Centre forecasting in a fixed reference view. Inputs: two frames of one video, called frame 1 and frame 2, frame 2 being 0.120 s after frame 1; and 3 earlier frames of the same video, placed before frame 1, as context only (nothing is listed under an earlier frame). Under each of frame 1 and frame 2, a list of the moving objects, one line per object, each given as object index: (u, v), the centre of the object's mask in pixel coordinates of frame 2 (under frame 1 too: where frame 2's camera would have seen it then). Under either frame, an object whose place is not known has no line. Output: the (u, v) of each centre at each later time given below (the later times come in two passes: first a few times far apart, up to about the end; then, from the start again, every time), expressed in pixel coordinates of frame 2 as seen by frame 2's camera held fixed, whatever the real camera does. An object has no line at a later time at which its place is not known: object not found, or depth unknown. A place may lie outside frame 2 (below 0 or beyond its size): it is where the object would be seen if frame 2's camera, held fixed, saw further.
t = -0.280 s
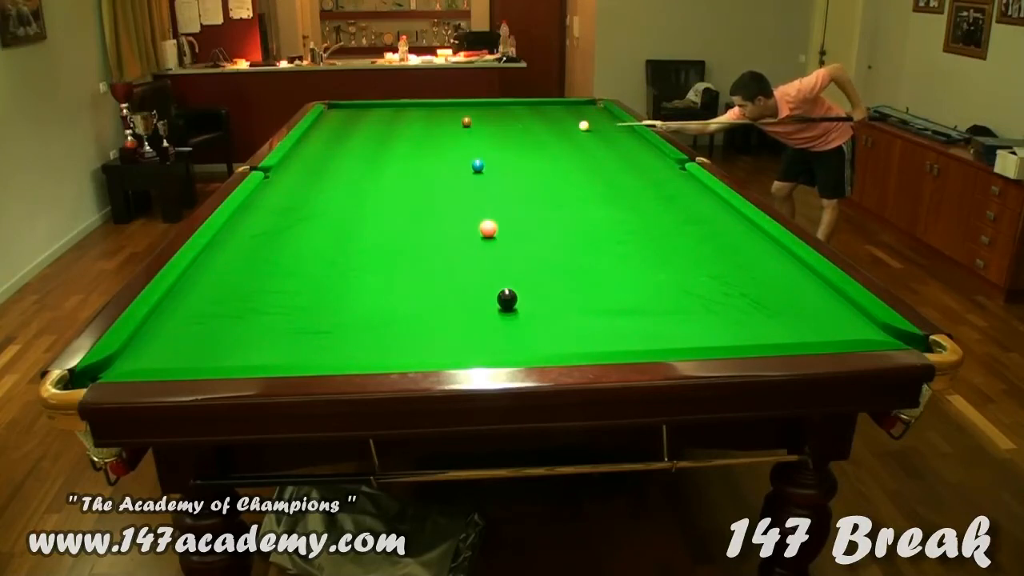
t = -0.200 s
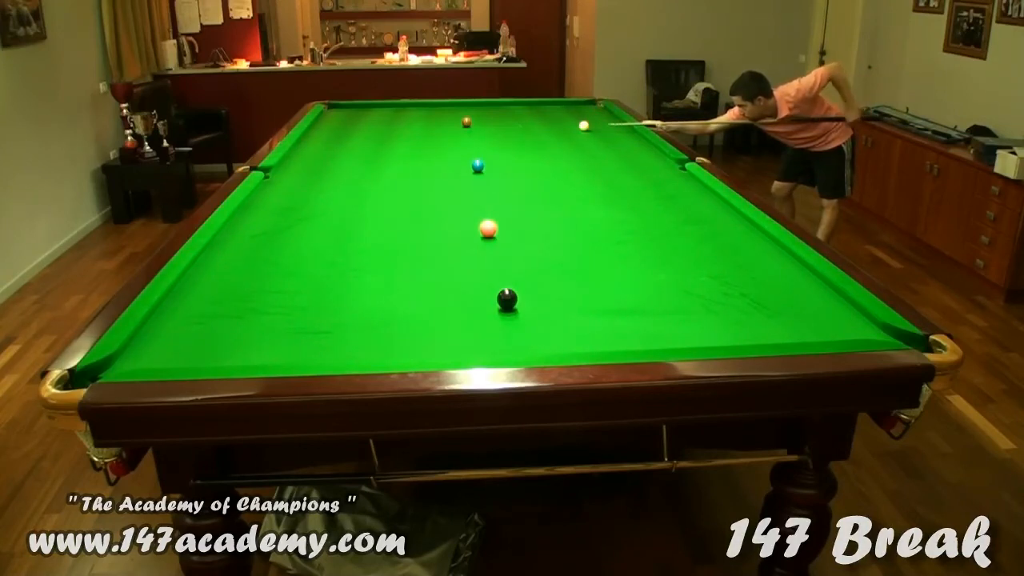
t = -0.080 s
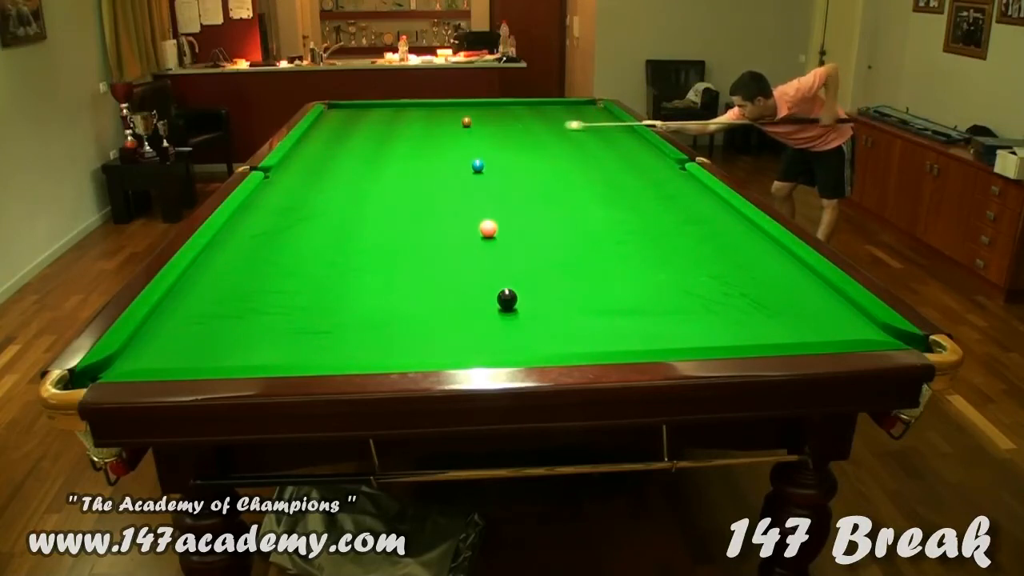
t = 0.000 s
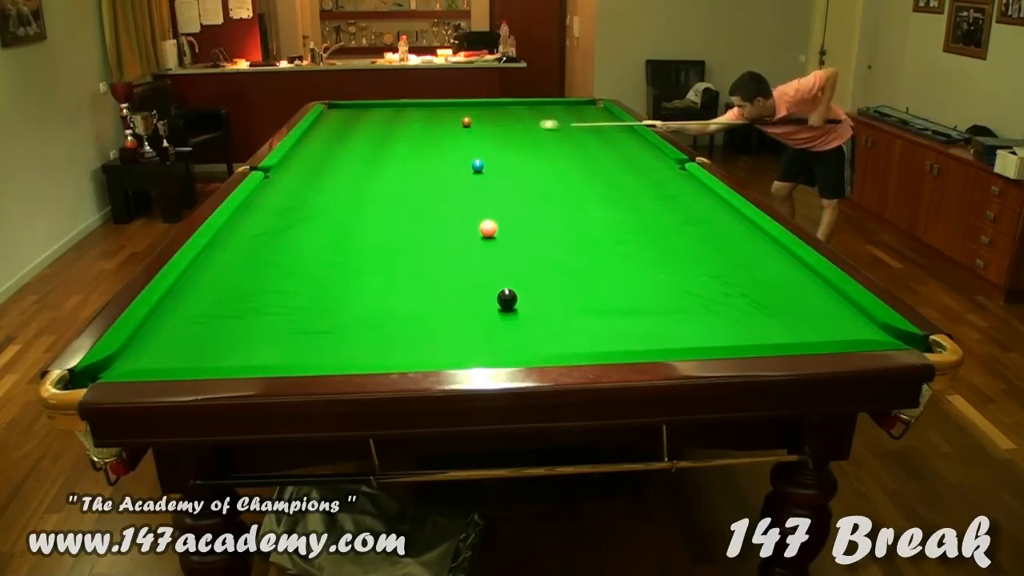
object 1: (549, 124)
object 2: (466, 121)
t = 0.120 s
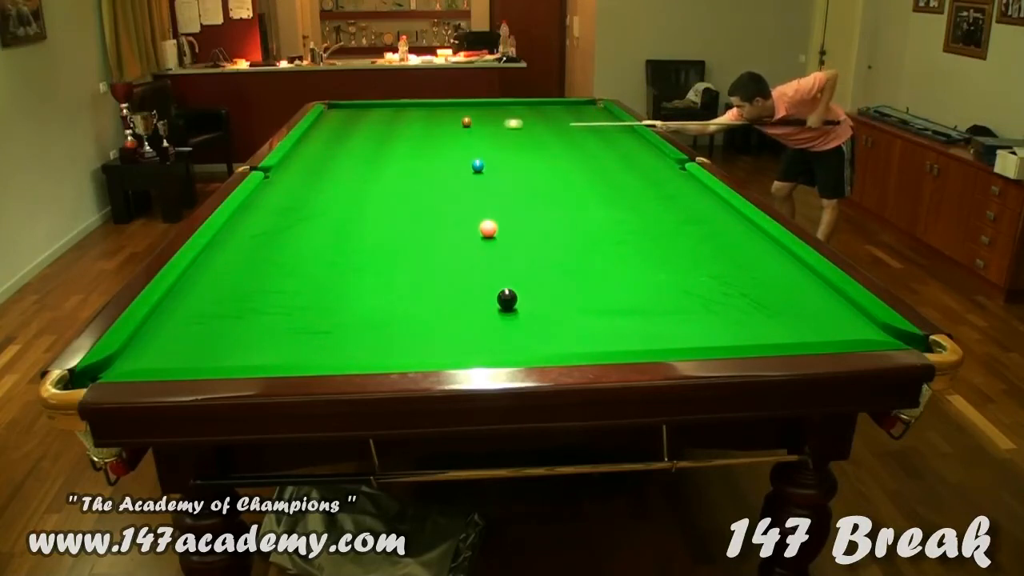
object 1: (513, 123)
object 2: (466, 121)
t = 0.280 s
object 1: (471, 123)
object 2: (462, 120)
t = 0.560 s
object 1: (433, 127)
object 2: (426, 116)
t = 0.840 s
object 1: (391, 131)
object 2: (395, 112)
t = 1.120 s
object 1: (350, 135)
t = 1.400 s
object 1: (308, 140)
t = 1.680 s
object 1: (318, 142)
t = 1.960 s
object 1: (340, 143)
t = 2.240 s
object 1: (361, 145)
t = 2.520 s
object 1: (381, 146)
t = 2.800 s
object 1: (401, 148)
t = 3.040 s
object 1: (417, 149)
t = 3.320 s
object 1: (434, 150)
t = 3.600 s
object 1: (450, 152)
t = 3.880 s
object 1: (465, 153)
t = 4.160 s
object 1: (478, 153)
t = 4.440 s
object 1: (491, 155)
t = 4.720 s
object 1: (501, 156)
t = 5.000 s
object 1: (511, 156)
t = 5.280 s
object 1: (519, 157)
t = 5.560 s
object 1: (526, 158)
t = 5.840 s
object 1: (531, 158)
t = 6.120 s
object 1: (535, 158)
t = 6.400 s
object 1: (537, 158)
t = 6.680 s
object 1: (538, 159)
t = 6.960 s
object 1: (538, 159)
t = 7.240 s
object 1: (538, 159)
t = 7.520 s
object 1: (537, 159)
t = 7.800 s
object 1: (537, 159)
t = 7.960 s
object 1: (538, 159)
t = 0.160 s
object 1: (502, 123)
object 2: (466, 121)
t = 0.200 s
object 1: (490, 123)
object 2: (466, 121)
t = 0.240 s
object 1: (480, 122)
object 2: (466, 121)
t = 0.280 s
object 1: (471, 123)
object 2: (462, 120)
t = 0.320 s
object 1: (467, 124)
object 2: (455, 120)
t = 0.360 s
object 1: (462, 124)
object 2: (450, 119)
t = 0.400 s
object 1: (456, 125)
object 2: (444, 119)
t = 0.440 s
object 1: (451, 125)
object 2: (440, 118)
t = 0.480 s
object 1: (445, 126)
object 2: (434, 117)
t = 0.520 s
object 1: (439, 127)
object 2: (430, 117)
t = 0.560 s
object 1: (433, 127)
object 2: (426, 116)
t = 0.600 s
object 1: (427, 128)
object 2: (421, 116)
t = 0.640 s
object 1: (421, 128)
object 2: (417, 115)
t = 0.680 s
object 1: (416, 129)
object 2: (412, 114)
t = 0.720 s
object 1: (410, 129)
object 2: (408, 114)
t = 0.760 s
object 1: (403, 130)
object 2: (404, 113)
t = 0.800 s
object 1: (397, 131)
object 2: (399, 113)
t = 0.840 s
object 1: (391, 131)
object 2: (395, 112)
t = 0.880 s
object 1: (385, 132)
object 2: (391, 112)
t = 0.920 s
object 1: (380, 132)
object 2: (387, 111)
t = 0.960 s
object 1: (374, 133)
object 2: (383, 111)
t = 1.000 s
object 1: (368, 134)
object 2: (379, 110)
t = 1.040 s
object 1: (362, 134)
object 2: (375, 110)
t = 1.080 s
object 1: (356, 135)
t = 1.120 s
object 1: (350, 135)
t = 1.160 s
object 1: (344, 136)
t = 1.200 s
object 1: (338, 137)
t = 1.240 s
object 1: (332, 137)
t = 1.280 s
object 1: (326, 138)
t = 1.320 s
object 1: (320, 138)
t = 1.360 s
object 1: (314, 139)
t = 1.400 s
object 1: (308, 140)
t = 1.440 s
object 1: (302, 140)
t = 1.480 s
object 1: (302, 141)
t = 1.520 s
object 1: (305, 141)
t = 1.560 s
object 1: (309, 141)
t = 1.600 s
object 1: (312, 141)
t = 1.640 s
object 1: (315, 141)
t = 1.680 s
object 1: (318, 142)
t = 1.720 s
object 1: (322, 142)
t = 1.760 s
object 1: (325, 142)
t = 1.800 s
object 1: (328, 142)
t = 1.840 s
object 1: (331, 143)
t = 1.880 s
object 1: (334, 143)
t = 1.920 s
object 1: (337, 143)
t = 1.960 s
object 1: (340, 143)
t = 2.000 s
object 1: (343, 143)
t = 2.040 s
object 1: (346, 143)
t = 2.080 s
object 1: (349, 144)
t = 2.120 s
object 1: (352, 144)
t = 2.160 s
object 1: (355, 144)
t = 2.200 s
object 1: (358, 144)
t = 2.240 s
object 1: (361, 145)
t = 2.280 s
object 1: (364, 145)
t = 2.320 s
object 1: (367, 145)
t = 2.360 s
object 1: (370, 145)
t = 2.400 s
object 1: (373, 146)
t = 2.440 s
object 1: (376, 146)
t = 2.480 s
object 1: (379, 146)
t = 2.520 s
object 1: (381, 146)
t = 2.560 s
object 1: (384, 147)
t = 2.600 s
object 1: (387, 147)
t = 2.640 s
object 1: (390, 147)
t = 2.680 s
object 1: (392, 147)
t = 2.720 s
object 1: (396, 147)
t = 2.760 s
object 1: (398, 148)
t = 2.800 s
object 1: (401, 148)
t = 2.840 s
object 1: (404, 148)
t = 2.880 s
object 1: (406, 148)
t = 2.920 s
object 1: (409, 148)
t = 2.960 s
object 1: (412, 148)
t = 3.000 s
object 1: (414, 149)
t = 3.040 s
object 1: (417, 149)
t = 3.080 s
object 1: (419, 149)
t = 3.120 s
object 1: (422, 149)
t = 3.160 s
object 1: (424, 150)
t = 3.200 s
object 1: (427, 150)
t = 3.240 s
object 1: (429, 150)
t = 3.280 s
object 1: (432, 150)
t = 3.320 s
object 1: (434, 150)
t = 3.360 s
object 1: (436, 150)
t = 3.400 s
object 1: (439, 150)
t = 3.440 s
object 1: (441, 151)
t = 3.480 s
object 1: (443, 151)
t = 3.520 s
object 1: (446, 151)
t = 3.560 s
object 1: (448, 151)
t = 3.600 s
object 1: (450, 152)
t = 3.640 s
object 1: (452, 152)
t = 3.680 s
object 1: (454, 152)
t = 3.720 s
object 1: (456, 152)
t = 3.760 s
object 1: (459, 152)
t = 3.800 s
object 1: (461, 152)
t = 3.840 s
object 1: (463, 153)
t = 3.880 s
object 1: (465, 153)
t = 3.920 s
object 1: (467, 153)
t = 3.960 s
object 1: (469, 153)
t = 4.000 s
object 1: (471, 153)
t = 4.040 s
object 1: (473, 153)
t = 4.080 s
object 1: (475, 153)
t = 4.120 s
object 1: (477, 153)
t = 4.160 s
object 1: (478, 153)
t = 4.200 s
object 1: (480, 153)
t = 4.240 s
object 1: (482, 154)
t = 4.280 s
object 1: (484, 154)
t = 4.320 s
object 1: (486, 154)
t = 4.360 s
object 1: (487, 154)
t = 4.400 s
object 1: (489, 154)
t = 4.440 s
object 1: (491, 155)
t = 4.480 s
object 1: (493, 155)
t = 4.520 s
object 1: (494, 155)
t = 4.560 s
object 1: (496, 155)
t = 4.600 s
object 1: (497, 155)
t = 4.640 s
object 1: (499, 155)
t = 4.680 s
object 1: (500, 156)
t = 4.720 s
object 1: (501, 156)
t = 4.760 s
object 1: (503, 156)
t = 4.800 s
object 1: (504, 156)
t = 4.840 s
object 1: (506, 156)
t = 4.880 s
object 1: (507, 156)
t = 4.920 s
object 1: (509, 156)
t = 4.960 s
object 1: (510, 156)
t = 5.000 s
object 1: (511, 156)
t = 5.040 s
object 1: (512, 157)
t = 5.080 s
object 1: (514, 157)
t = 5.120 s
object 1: (515, 157)
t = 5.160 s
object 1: (516, 157)
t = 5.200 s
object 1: (517, 157)
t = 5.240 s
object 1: (518, 157)
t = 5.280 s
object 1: (519, 157)
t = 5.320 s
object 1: (520, 157)
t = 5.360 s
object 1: (521, 157)
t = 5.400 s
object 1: (522, 157)
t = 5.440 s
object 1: (523, 157)
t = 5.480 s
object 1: (524, 158)
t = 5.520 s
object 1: (525, 157)
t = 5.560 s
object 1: (526, 158)
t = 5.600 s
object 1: (527, 158)
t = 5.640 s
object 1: (528, 158)
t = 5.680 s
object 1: (528, 158)
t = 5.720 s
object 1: (529, 158)
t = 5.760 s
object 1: (530, 158)
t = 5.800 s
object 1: (530, 158)
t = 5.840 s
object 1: (531, 158)
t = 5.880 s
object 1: (532, 158)
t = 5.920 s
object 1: (532, 158)
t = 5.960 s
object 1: (533, 158)
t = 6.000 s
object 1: (533, 158)
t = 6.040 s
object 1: (534, 158)
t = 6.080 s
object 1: (535, 158)
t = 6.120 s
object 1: (535, 158)
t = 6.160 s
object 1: (535, 158)
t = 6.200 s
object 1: (536, 158)
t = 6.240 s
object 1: (536, 158)
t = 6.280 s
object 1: (537, 158)
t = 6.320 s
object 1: (537, 158)
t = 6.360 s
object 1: (537, 159)
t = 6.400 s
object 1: (537, 158)
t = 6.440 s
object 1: (537, 159)
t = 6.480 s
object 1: (537, 159)
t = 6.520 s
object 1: (537, 159)
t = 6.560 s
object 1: (537, 159)
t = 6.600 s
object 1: (537, 159)
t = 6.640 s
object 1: (538, 159)
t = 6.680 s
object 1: (538, 159)
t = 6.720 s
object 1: (537, 159)
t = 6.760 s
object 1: (537, 159)
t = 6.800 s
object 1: (538, 159)
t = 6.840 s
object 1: (537, 159)
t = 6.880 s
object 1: (537, 159)
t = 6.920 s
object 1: (538, 159)
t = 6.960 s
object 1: (538, 159)
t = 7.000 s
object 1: (537, 159)
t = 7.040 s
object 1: (538, 159)
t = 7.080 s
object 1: (538, 159)
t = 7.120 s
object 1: (538, 159)
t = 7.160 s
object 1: (537, 159)
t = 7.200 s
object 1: (538, 159)
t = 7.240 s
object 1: (538, 159)
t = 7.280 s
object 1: (537, 159)
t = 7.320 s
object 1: (538, 159)
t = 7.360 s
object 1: (537, 159)
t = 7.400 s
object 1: (537, 159)
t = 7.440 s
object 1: (537, 159)
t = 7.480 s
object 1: (537, 159)
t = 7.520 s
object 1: (537, 159)
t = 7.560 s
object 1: (537, 159)
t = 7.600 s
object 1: (537, 159)
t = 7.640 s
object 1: (537, 159)
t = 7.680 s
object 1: (537, 159)
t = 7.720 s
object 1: (537, 159)
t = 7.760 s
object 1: (537, 159)
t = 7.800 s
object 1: (537, 159)
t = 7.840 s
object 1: (537, 159)
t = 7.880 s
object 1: (537, 159)
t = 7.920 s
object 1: (538, 159)
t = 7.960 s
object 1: (538, 159)
